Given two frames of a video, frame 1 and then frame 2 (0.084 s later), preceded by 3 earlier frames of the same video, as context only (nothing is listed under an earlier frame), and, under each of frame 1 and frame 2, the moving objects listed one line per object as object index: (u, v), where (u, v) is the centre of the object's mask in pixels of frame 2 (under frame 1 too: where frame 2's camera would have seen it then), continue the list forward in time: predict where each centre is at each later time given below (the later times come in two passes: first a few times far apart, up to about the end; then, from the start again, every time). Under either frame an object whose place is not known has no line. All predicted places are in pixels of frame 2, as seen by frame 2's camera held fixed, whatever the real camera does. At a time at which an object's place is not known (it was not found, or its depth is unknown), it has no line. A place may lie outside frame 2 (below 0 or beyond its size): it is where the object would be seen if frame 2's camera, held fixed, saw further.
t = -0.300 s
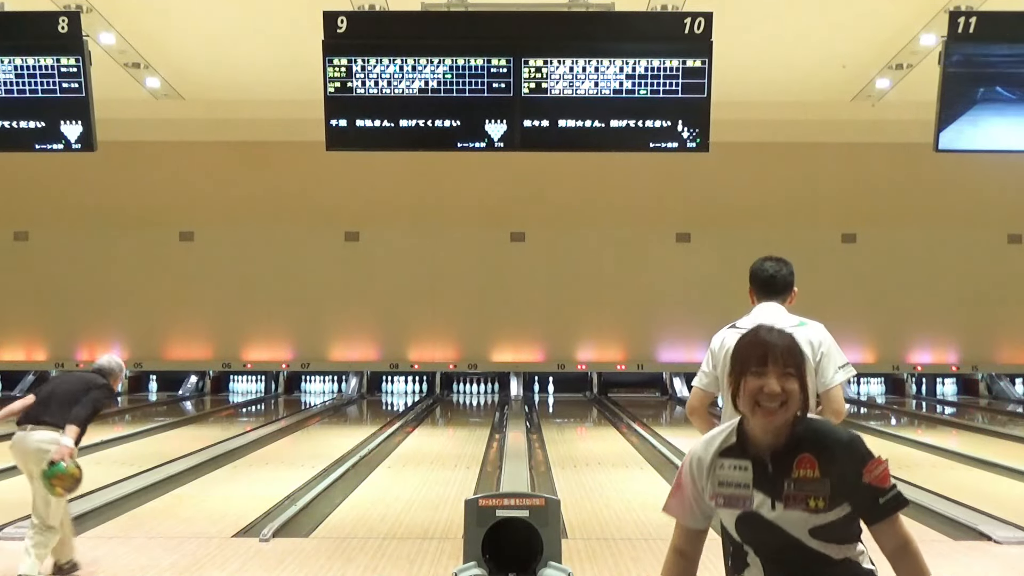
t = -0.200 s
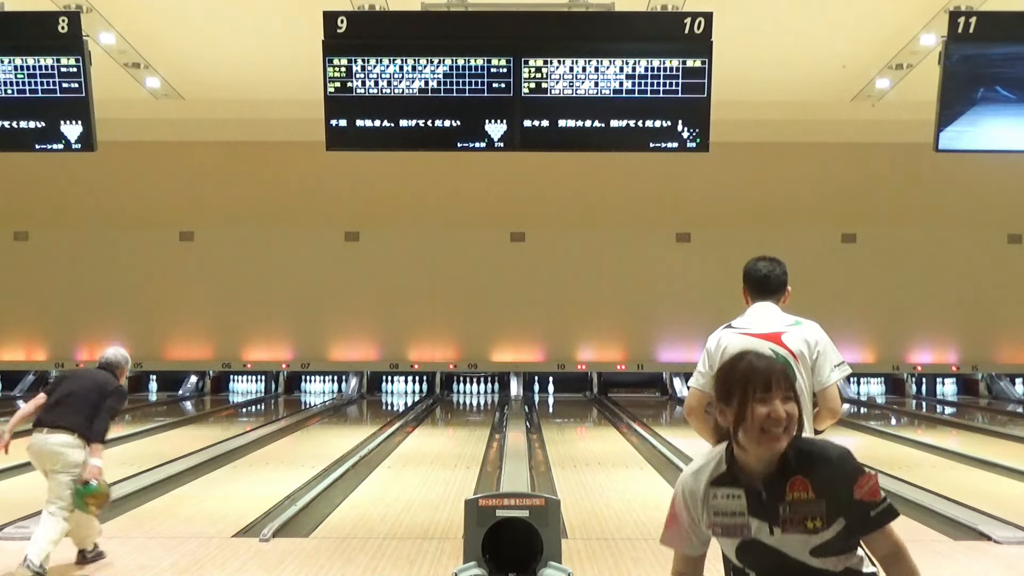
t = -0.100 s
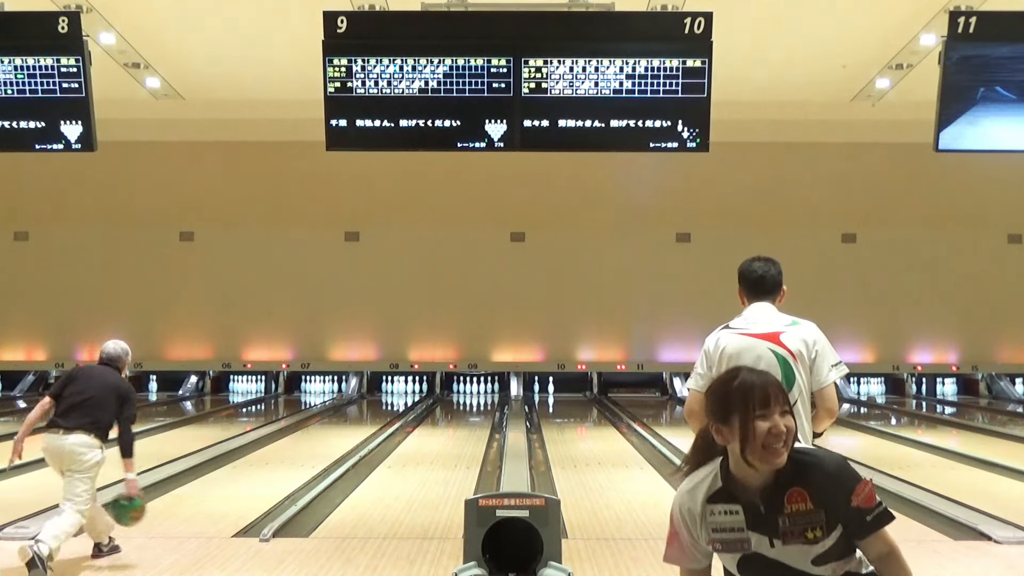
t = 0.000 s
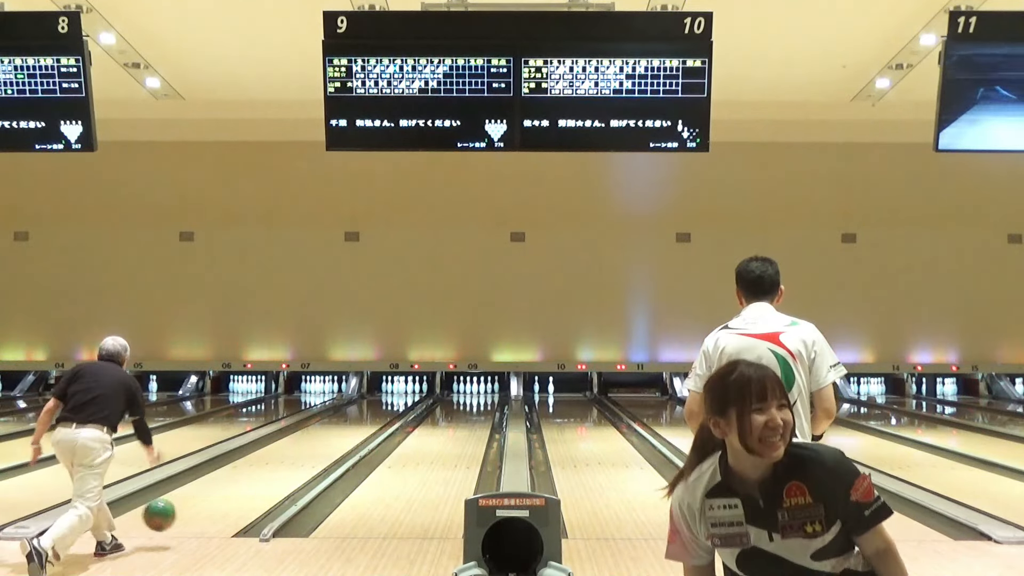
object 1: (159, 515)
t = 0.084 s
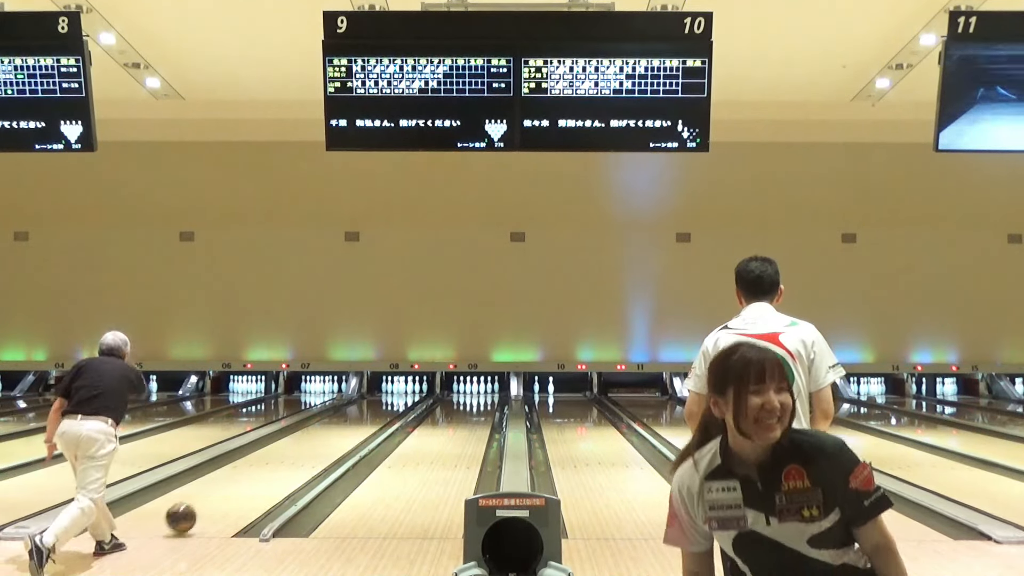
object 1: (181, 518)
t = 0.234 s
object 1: (214, 501)
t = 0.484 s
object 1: (256, 478)
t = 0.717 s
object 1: (286, 461)
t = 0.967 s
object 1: (310, 447)
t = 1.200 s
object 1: (329, 436)
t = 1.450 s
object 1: (345, 426)
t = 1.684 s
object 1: (357, 420)
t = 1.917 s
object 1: (367, 413)
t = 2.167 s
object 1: (377, 411)
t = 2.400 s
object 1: (385, 403)
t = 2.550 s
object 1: (388, 400)
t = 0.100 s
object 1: (185, 514)
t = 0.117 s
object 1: (189, 511)
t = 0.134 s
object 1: (193, 508)
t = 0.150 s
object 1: (196, 506)
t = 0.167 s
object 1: (200, 504)
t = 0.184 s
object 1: (204, 503)
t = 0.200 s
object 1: (207, 502)
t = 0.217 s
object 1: (210, 501)
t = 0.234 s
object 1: (214, 501)
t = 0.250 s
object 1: (217, 500)
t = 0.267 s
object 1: (220, 498)
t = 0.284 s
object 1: (223, 496)
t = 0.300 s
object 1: (226, 495)
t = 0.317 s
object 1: (229, 493)
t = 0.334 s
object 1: (232, 492)
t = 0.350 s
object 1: (235, 490)
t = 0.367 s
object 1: (238, 488)
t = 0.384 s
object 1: (240, 487)
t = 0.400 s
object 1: (243, 485)
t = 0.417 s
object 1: (246, 484)
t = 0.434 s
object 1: (248, 482)
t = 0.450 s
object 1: (251, 481)
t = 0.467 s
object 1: (253, 480)
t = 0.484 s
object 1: (256, 478)
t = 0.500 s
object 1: (258, 477)
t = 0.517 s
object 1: (261, 475)
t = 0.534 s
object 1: (263, 474)
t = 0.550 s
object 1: (265, 473)
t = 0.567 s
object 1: (267, 472)
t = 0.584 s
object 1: (269, 470)
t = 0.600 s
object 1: (272, 469)
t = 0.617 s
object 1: (274, 468)
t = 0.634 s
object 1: (276, 467)
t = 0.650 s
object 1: (278, 466)
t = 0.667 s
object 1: (280, 465)
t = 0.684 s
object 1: (282, 463)
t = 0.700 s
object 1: (284, 462)
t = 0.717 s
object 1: (286, 461)
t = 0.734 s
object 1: (288, 460)
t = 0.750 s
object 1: (289, 459)
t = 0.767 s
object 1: (291, 458)
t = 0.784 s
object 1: (293, 457)
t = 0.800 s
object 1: (295, 456)
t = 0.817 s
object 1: (296, 455)
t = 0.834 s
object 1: (298, 454)
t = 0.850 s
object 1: (300, 453)
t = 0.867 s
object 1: (301, 453)
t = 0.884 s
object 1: (303, 452)
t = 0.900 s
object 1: (304, 451)
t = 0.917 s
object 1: (306, 450)
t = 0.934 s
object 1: (307, 449)
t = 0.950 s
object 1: (309, 448)
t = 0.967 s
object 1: (310, 447)
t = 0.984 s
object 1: (312, 446)
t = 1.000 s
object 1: (313, 445)
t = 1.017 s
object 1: (315, 445)
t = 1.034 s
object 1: (316, 444)
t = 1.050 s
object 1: (317, 443)
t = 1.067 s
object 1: (319, 442)
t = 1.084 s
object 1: (320, 441)
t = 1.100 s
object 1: (321, 441)
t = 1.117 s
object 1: (322, 440)
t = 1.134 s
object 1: (324, 439)
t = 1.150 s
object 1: (325, 439)
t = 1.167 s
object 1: (326, 438)
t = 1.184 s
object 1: (328, 437)
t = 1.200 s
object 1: (329, 436)
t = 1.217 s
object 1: (330, 436)
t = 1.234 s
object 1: (331, 435)
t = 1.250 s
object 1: (332, 434)
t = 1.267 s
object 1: (333, 434)
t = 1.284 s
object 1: (335, 433)
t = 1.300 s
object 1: (336, 432)
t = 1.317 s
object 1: (337, 432)
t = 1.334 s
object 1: (338, 431)
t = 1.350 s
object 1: (339, 430)
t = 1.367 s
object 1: (340, 430)
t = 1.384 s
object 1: (341, 429)
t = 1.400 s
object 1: (342, 428)
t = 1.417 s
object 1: (343, 427)
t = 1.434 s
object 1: (344, 427)
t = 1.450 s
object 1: (345, 426)
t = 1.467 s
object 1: (346, 426)
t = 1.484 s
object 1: (347, 426)
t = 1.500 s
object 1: (348, 425)
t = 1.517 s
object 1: (349, 425)
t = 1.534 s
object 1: (350, 424)
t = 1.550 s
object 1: (350, 424)
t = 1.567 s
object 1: (351, 423)
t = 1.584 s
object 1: (352, 422)
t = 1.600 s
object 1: (353, 422)
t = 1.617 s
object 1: (354, 421)
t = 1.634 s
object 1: (355, 421)
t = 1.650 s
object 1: (356, 420)
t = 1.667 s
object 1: (356, 420)
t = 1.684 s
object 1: (357, 420)
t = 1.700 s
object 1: (358, 419)
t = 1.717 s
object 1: (359, 419)
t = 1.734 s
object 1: (360, 418)
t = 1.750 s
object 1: (361, 418)
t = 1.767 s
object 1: (362, 417)
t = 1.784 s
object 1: (363, 416)
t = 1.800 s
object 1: (363, 416)
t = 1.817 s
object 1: (363, 416)
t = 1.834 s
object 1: (364, 416)
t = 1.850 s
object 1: (364, 415)
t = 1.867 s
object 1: (365, 415)
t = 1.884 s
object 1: (365, 415)
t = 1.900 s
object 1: (366, 414)
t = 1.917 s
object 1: (367, 413)
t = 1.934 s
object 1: (368, 413)
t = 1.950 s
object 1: (369, 413)
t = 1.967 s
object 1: (369, 413)
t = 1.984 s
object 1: (371, 412)
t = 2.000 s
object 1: (371, 412)
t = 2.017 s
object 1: (372, 413)
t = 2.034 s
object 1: (373, 412)
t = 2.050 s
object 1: (373, 413)
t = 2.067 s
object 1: (374, 410)
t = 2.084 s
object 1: (374, 410)
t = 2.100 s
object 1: (375, 410)
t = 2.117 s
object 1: (375, 410)
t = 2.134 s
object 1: (375, 410)
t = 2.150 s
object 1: (376, 410)
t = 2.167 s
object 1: (377, 411)
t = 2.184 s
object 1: (377, 410)
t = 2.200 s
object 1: (378, 408)
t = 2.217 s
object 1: (379, 408)
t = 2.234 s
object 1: (381, 407)
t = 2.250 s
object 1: (381, 408)
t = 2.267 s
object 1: (382, 407)
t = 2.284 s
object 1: (381, 406)
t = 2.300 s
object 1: (382, 406)
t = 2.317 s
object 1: (382, 405)
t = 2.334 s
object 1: (382, 405)
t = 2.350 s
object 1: (383, 404)
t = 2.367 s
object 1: (384, 404)
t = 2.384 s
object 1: (384, 404)
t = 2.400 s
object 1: (385, 403)
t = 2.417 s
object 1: (386, 403)
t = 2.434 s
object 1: (386, 402)
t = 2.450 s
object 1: (387, 403)
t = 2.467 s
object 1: (386, 402)
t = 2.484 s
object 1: (387, 401)
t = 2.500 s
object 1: (387, 401)
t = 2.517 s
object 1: (387, 400)
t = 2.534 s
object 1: (388, 400)
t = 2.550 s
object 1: (388, 400)
